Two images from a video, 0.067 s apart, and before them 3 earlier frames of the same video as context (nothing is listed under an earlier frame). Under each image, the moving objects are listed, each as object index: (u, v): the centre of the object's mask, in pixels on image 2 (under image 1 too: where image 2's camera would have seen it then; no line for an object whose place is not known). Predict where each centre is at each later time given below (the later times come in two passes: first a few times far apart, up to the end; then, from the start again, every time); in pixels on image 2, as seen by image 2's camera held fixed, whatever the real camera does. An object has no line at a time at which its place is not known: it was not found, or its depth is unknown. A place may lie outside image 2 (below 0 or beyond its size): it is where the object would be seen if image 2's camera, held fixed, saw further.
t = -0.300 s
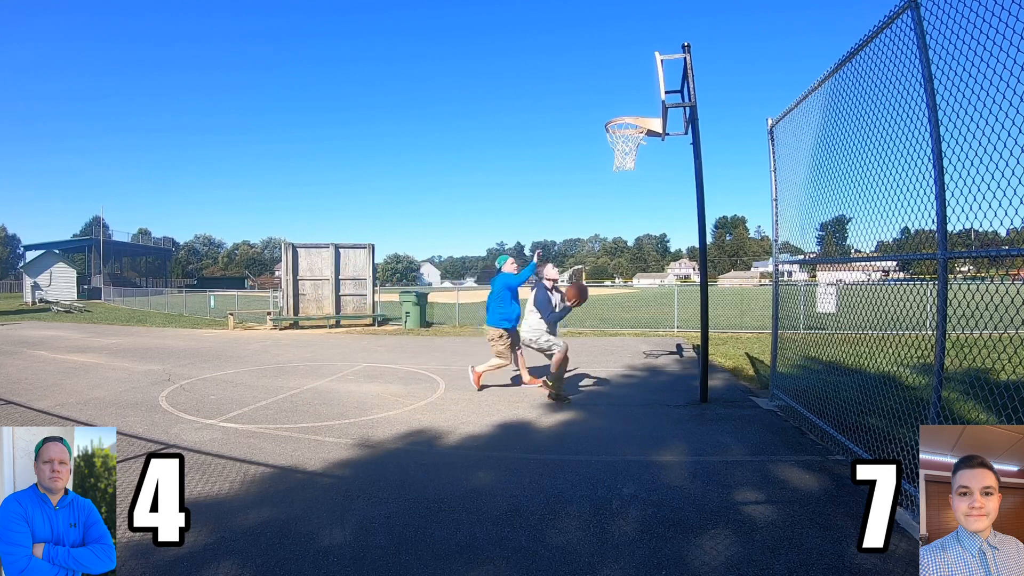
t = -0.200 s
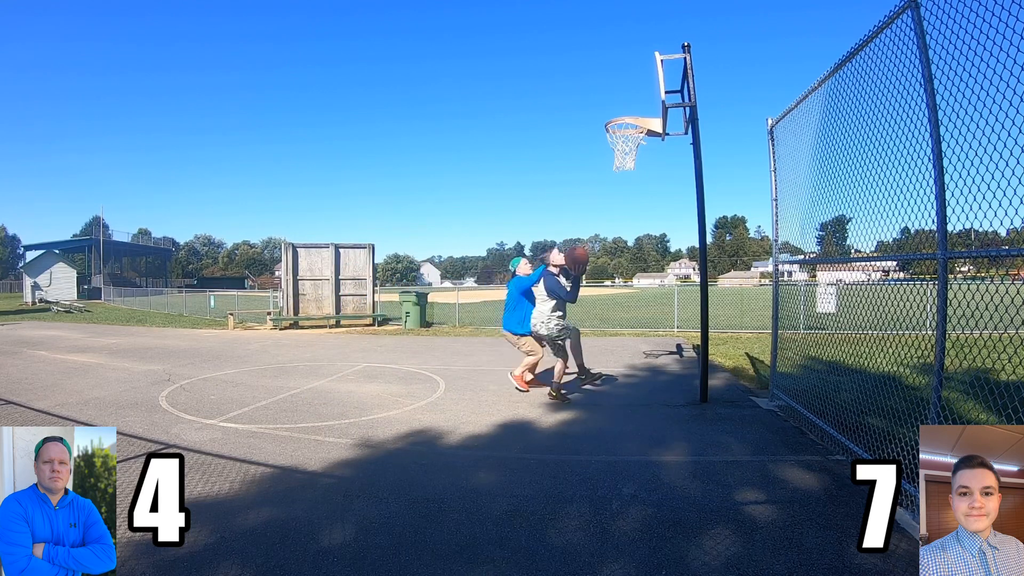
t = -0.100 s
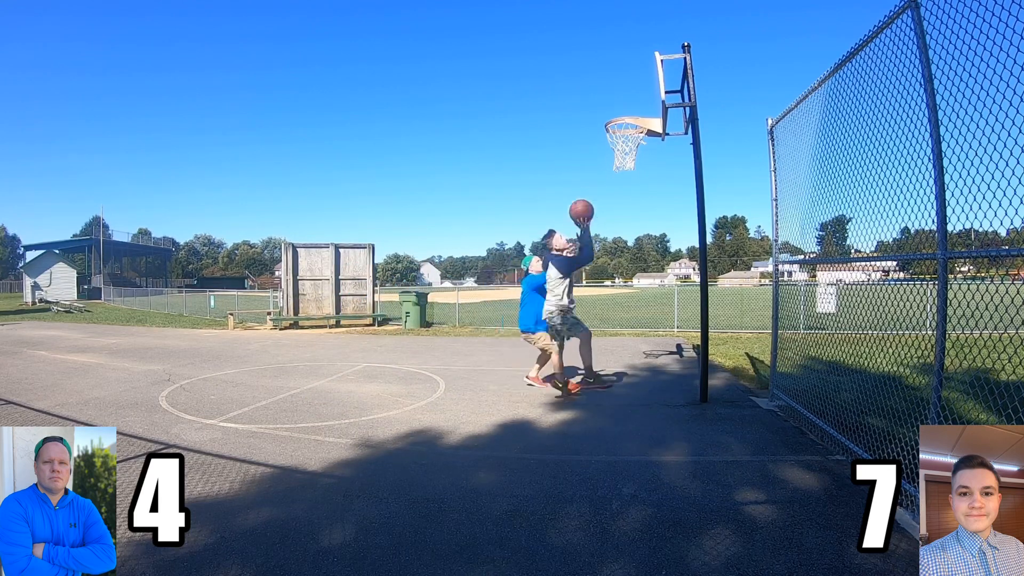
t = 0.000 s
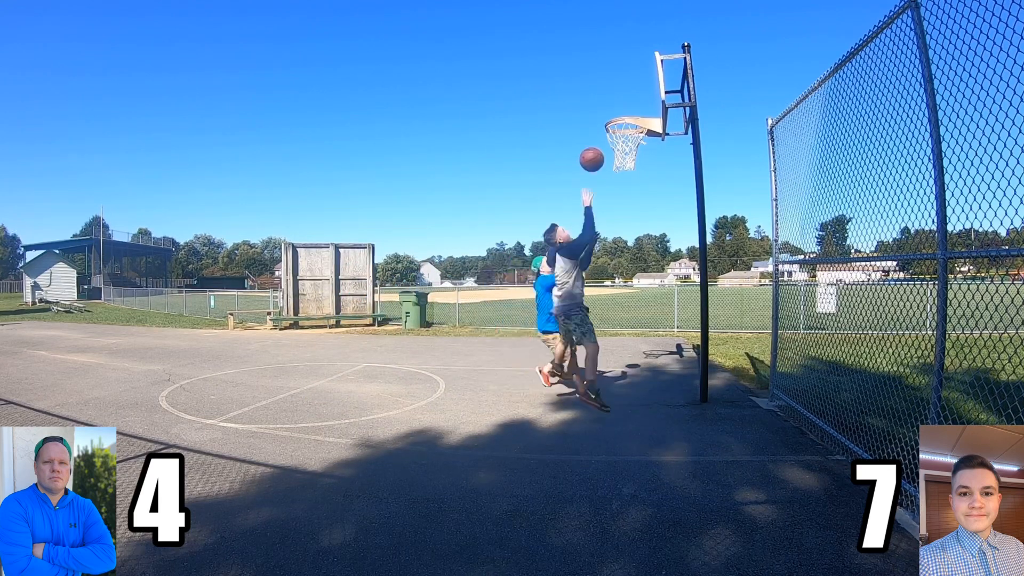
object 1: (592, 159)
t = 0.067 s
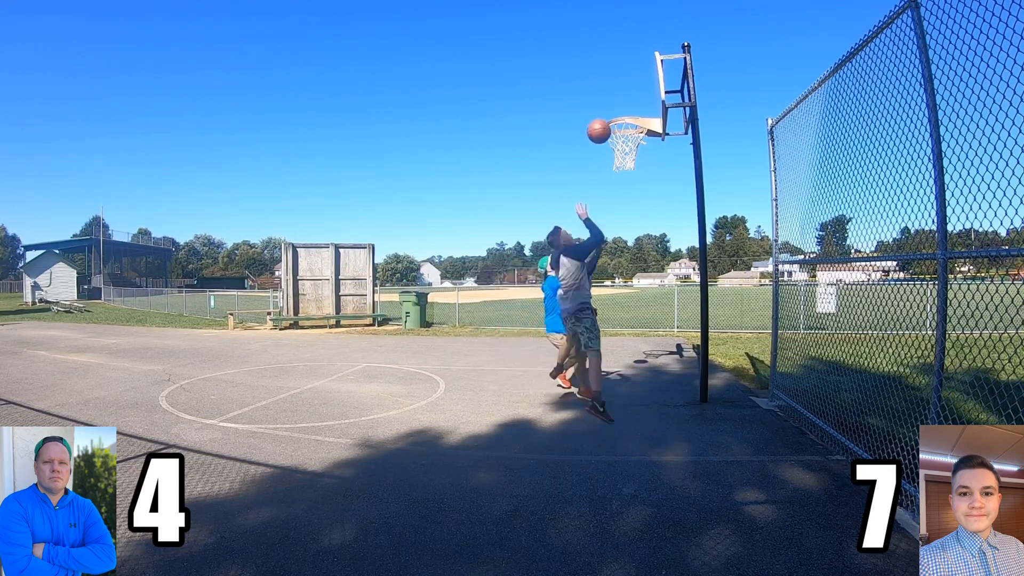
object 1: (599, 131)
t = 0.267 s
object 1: (620, 78)
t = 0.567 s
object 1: (641, 69)
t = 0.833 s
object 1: (623, 108)
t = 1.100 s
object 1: (609, 115)
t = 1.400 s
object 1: (598, 153)
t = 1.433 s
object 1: (597, 161)
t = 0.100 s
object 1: (602, 119)
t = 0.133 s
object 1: (606, 109)
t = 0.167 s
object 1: (609, 99)
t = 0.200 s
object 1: (613, 91)
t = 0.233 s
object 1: (617, 84)
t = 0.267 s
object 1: (620, 78)
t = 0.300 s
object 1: (624, 73)
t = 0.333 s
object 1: (627, 69)
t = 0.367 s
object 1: (631, 66)
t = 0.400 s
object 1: (634, 64)
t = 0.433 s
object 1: (638, 64)
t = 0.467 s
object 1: (641, 63)
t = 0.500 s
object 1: (645, 64)
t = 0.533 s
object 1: (643, 66)
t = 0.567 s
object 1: (641, 69)
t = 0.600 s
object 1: (638, 73)
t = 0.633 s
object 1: (636, 78)
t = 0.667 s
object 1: (633, 83)
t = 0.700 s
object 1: (631, 90)
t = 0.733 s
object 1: (629, 97)
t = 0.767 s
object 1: (627, 106)
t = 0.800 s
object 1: (625, 108)
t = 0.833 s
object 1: (623, 108)
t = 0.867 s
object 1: (621, 108)
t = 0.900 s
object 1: (619, 109)
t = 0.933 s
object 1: (617, 111)
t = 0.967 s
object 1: (616, 112)
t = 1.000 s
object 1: (613, 115)
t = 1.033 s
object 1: (612, 115)
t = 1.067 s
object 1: (610, 115)
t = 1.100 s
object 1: (609, 115)
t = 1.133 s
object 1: (607, 116)
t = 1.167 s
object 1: (606, 118)
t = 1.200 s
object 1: (604, 120)
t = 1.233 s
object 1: (602, 124)
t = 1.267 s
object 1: (600, 130)
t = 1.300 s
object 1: (600, 135)
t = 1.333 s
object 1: (600, 140)
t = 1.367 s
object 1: (599, 146)
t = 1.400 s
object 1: (598, 153)
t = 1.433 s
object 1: (597, 161)
